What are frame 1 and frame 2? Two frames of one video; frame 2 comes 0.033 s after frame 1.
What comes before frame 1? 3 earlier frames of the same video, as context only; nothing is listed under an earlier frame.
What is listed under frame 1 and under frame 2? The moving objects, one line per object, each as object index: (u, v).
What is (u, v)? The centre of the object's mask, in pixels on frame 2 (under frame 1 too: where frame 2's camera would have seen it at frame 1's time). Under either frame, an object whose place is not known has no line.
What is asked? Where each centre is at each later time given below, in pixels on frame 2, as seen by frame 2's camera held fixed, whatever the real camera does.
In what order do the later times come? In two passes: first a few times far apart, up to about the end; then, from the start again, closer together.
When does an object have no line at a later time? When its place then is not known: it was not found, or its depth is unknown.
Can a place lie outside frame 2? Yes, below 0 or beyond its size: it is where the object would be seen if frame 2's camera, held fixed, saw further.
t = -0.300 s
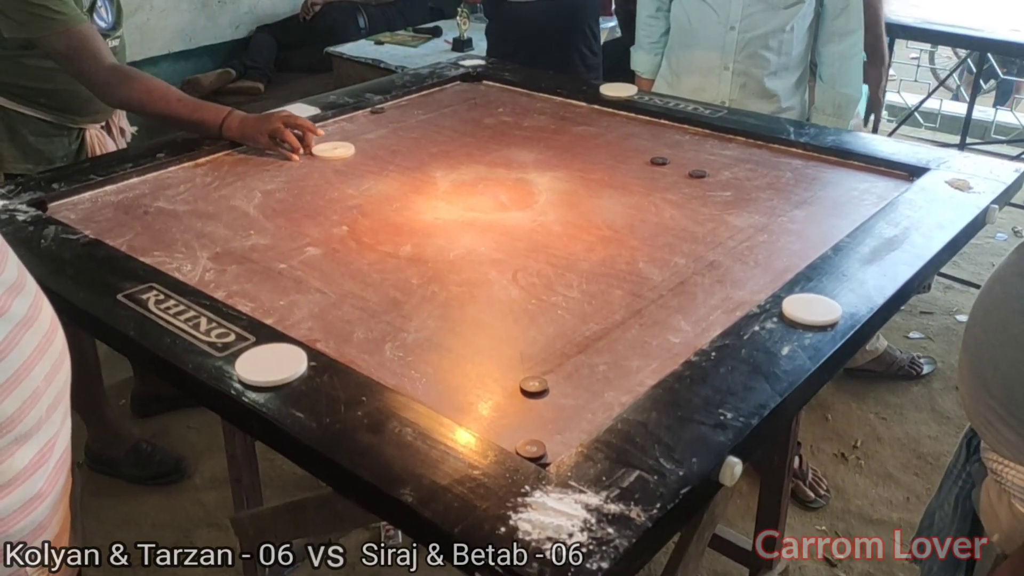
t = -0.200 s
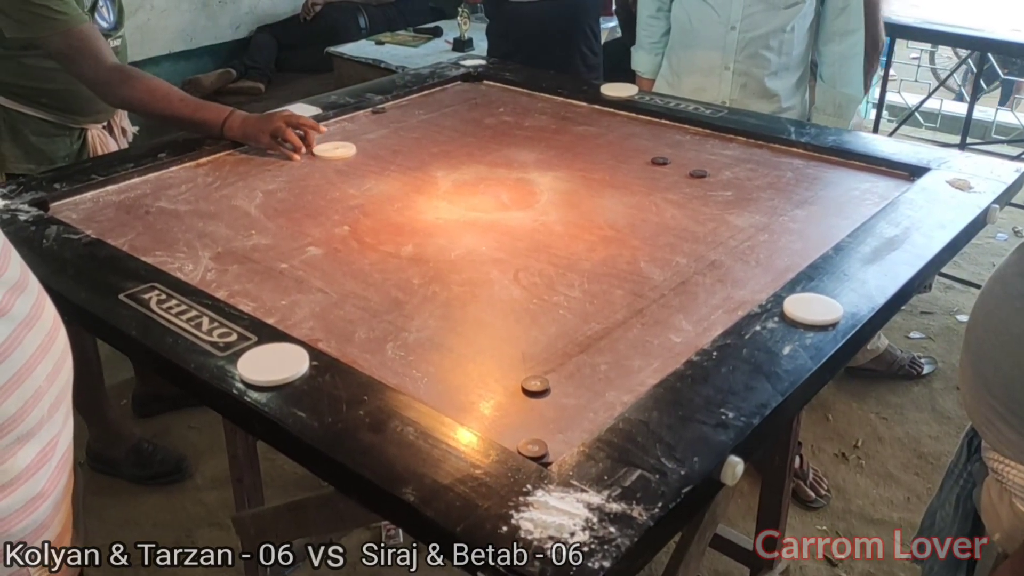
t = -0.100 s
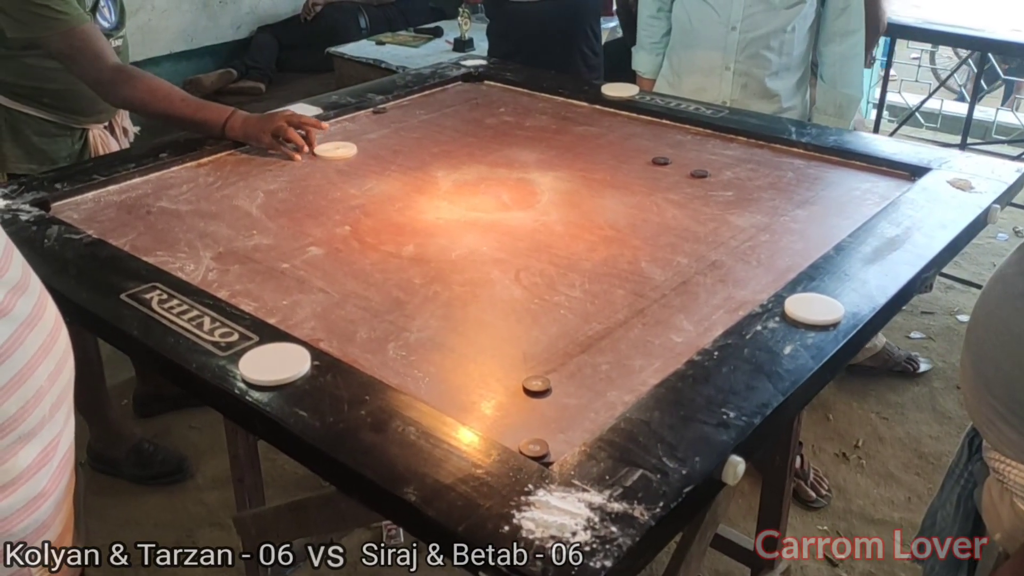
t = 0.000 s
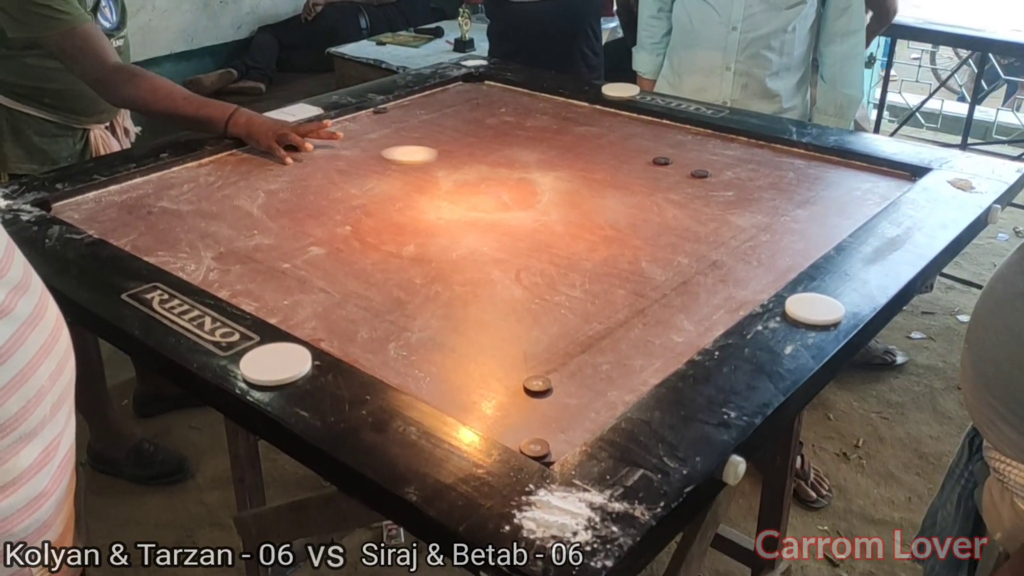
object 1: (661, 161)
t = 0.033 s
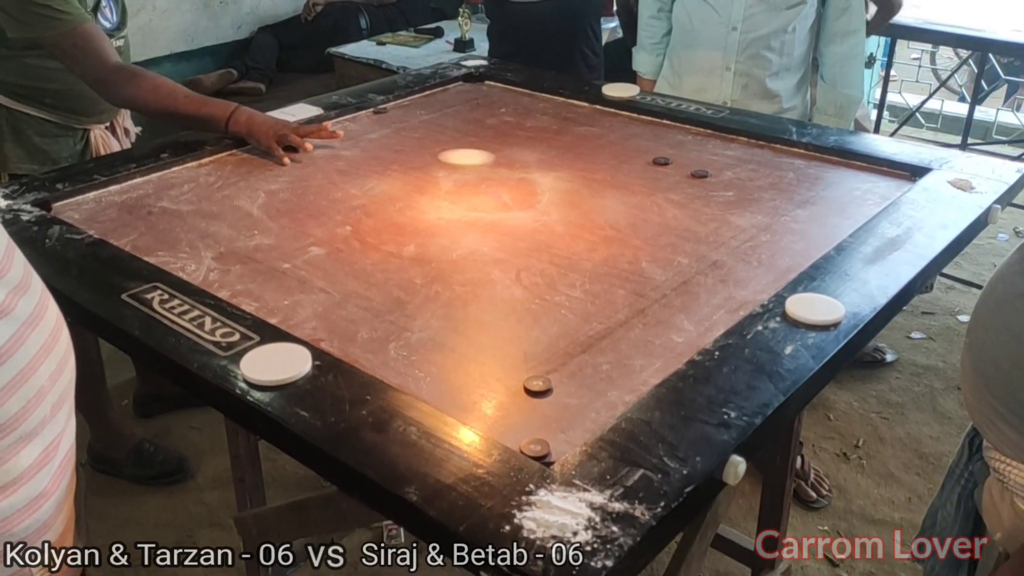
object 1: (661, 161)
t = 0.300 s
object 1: (674, 149)
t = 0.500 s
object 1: (677, 142)
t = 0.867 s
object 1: (491, 106)
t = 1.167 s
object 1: (670, 143)
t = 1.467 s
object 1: (814, 171)
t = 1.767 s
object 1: (889, 184)
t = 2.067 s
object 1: (892, 184)
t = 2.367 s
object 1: (892, 184)
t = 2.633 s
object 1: (892, 184)
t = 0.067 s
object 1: (661, 161)
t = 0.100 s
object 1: (661, 161)
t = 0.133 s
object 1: (663, 160)
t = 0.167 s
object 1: (664, 159)
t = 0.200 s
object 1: (667, 156)
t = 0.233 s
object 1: (670, 153)
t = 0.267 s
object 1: (672, 151)
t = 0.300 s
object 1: (674, 149)
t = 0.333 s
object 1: (676, 147)
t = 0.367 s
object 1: (677, 146)
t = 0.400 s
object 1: (679, 144)
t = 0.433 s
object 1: (679, 144)
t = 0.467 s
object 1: (680, 143)
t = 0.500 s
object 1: (677, 142)
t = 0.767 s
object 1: (431, 95)
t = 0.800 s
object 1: (450, 99)
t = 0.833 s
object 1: (471, 102)
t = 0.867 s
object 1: (491, 106)
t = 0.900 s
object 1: (511, 111)
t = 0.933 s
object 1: (532, 115)
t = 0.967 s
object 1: (553, 119)
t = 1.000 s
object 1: (572, 123)
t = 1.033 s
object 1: (592, 127)
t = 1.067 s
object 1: (612, 131)
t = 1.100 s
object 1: (632, 136)
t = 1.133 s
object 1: (651, 140)
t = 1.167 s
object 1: (670, 143)
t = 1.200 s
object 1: (688, 147)
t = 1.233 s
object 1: (706, 150)
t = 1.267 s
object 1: (723, 154)
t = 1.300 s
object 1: (740, 157)
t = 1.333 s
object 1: (756, 160)
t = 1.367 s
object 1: (772, 163)
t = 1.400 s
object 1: (786, 166)
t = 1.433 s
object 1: (801, 168)
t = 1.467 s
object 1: (814, 171)
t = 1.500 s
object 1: (826, 175)
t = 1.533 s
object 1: (839, 177)
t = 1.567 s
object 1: (849, 179)
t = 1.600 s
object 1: (859, 179)
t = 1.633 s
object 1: (868, 181)
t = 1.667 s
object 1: (875, 182)
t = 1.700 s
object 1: (881, 183)
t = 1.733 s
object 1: (886, 183)
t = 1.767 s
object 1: (889, 184)
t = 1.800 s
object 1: (891, 184)
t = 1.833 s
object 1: (892, 184)
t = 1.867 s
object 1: (892, 184)
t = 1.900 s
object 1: (892, 184)
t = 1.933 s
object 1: (892, 184)
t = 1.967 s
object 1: (892, 184)
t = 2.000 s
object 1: (892, 184)
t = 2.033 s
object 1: (892, 184)
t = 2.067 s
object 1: (892, 184)
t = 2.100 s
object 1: (892, 184)
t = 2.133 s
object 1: (892, 184)
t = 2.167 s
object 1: (892, 184)
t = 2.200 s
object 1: (892, 184)
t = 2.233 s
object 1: (892, 184)
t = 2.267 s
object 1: (892, 184)
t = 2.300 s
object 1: (892, 184)
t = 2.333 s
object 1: (892, 184)
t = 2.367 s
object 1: (892, 184)
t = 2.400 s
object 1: (892, 184)
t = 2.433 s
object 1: (892, 184)
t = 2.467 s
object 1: (892, 184)
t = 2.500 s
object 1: (892, 184)
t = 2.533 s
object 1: (892, 184)
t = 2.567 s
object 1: (892, 184)
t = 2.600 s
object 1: (892, 184)
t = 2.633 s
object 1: (892, 184)
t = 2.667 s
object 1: (892, 184)
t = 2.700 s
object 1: (892, 184)
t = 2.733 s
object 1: (892, 184)
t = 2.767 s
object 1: (892, 184)
